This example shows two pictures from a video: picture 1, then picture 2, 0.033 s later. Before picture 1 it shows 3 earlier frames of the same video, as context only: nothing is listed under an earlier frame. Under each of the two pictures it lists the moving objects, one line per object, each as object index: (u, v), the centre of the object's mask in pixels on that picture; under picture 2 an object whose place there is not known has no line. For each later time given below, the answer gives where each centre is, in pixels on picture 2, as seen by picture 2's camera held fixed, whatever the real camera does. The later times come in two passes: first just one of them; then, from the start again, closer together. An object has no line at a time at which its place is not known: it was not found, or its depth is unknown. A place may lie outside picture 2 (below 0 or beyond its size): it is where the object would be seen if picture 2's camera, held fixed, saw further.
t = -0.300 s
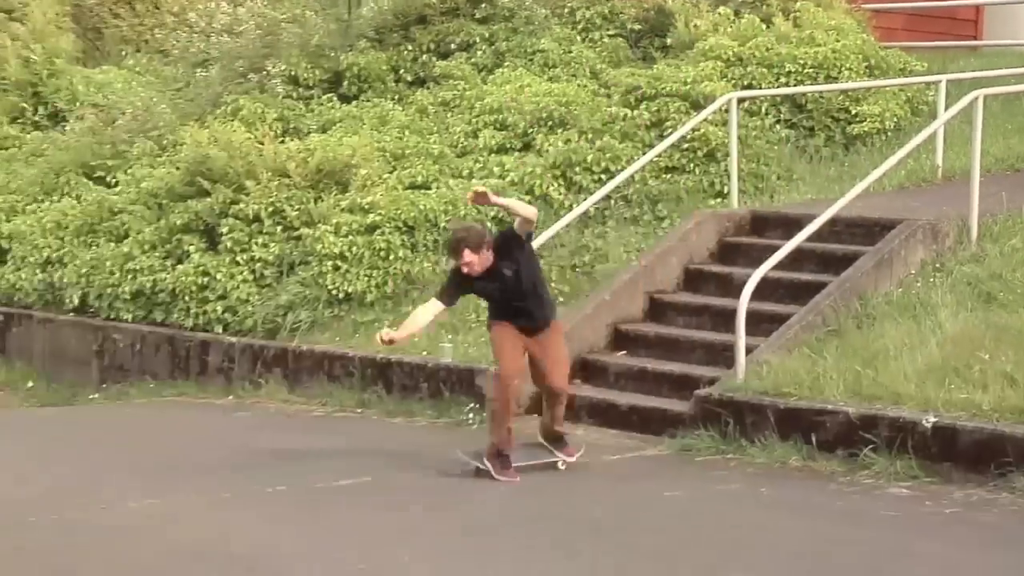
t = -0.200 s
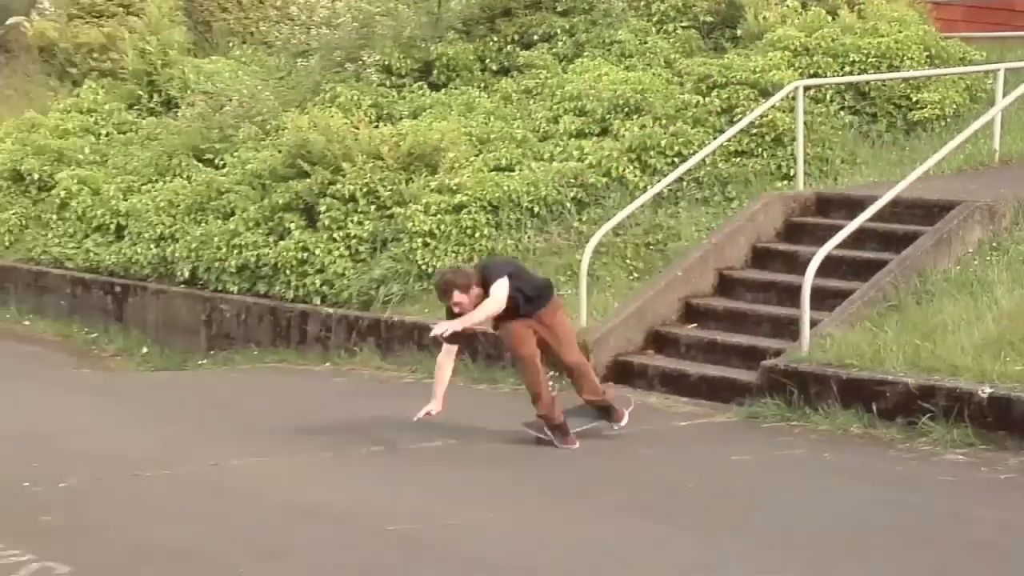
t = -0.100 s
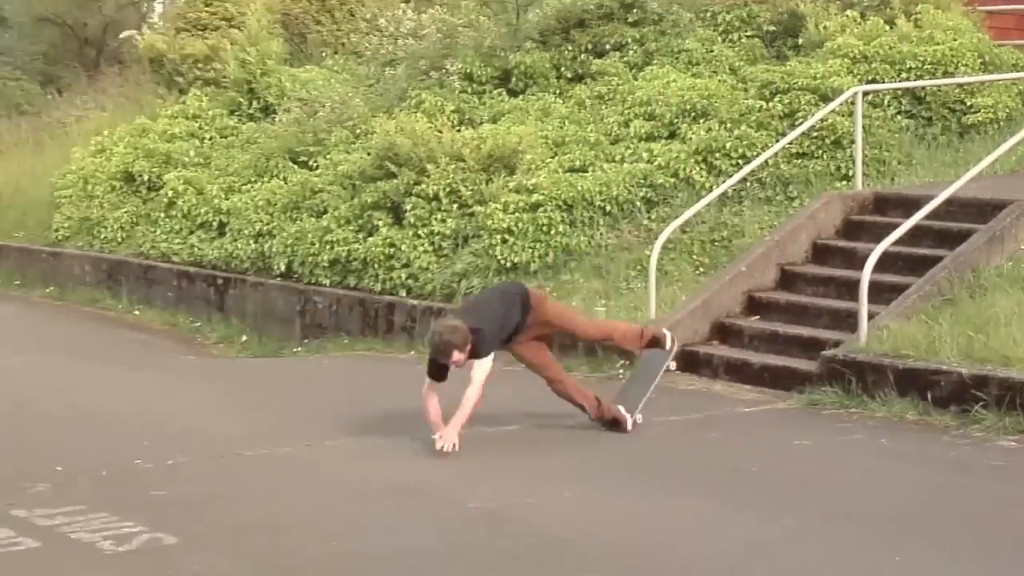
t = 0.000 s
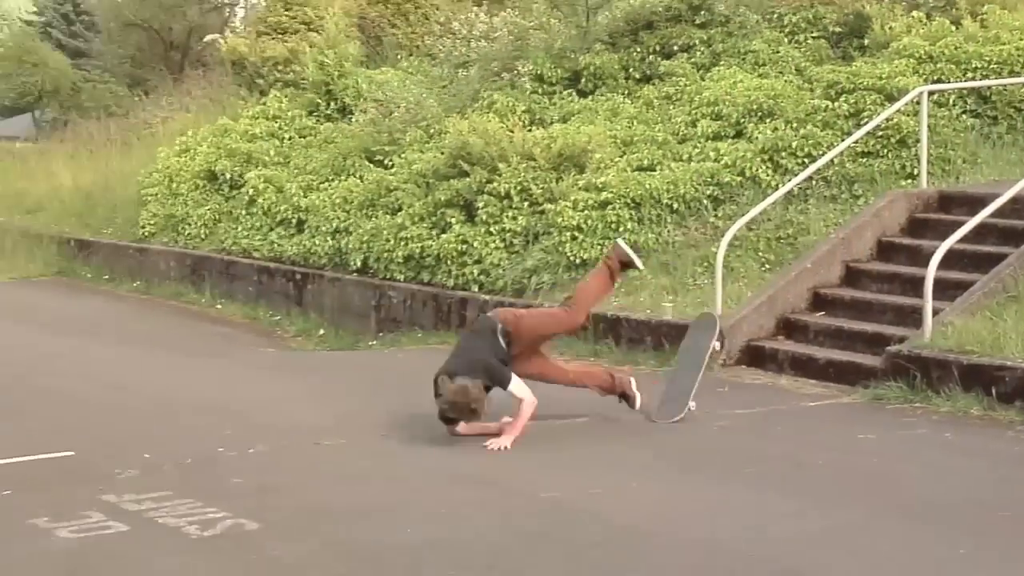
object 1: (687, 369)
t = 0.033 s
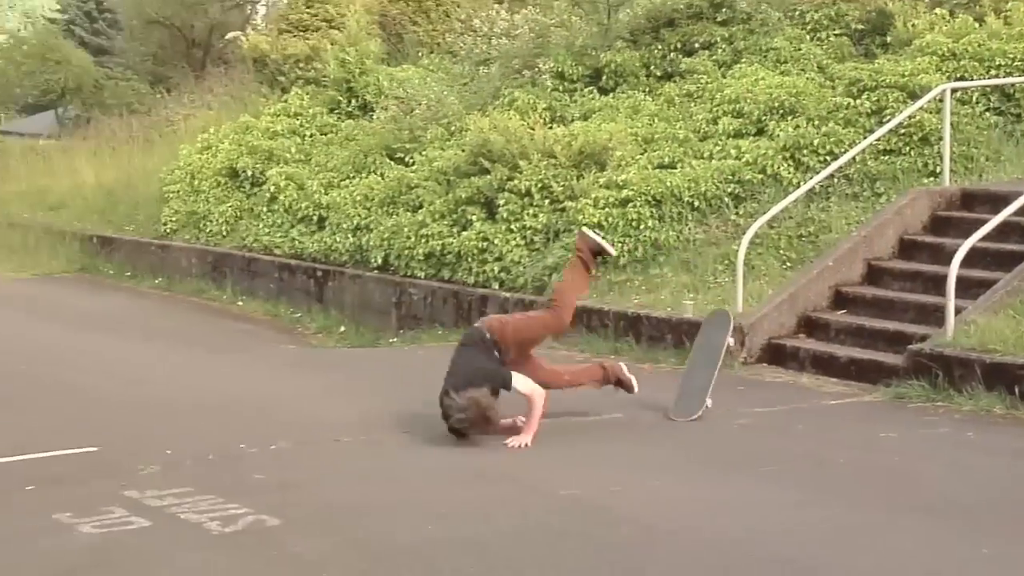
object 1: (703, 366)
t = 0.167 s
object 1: (678, 372)
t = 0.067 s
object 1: (697, 366)
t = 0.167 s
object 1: (678, 372)
